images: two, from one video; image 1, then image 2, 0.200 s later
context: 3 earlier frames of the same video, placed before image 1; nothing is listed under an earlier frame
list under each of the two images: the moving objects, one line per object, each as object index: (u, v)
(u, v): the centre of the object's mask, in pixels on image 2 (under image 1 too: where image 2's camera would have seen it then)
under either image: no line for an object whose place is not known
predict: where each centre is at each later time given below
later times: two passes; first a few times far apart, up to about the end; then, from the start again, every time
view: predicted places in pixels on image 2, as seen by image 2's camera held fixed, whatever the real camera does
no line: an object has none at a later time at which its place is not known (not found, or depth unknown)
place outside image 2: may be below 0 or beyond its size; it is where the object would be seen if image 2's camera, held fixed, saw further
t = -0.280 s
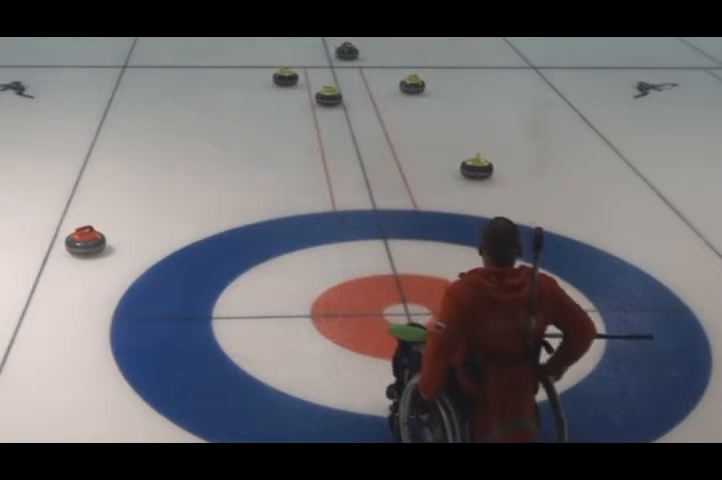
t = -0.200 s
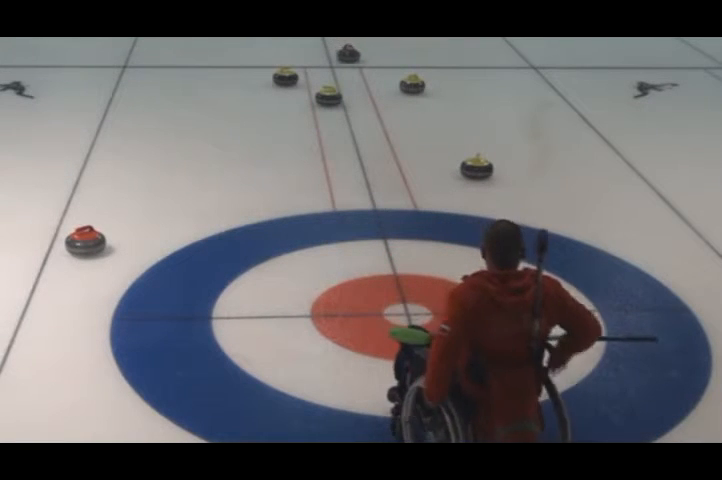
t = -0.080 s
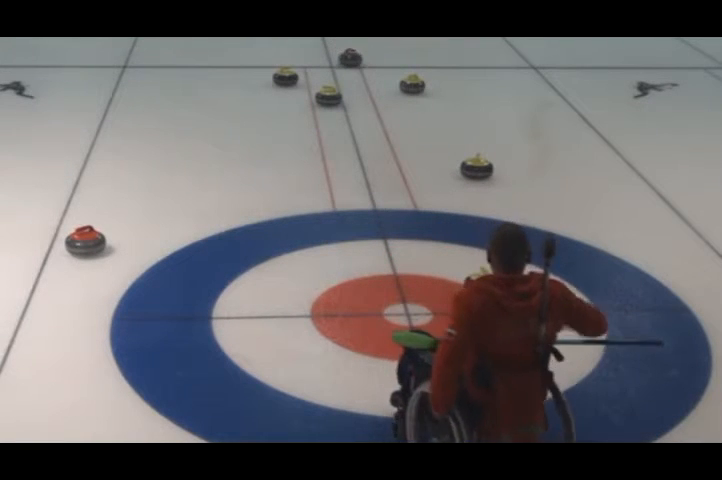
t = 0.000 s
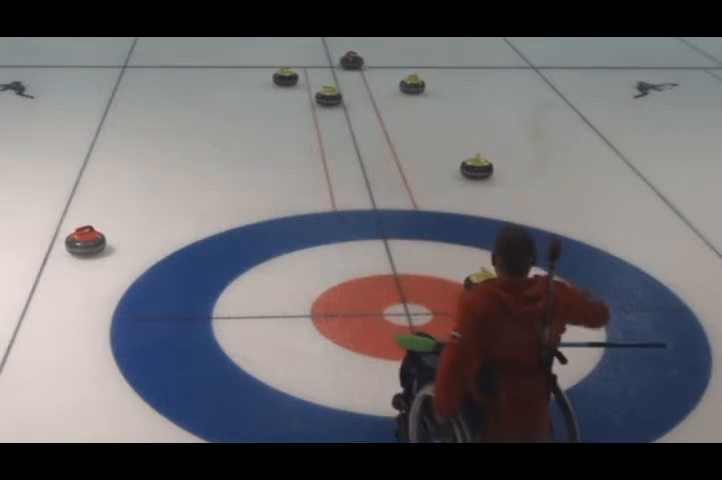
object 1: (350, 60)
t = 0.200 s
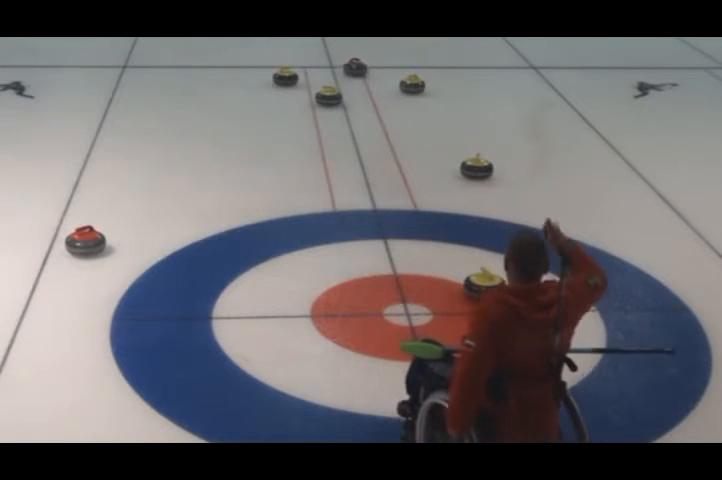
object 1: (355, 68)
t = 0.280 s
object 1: (355, 70)
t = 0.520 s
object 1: (360, 80)
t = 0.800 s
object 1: (366, 90)
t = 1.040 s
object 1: (371, 100)
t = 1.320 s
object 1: (377, 112)
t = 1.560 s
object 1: (382, 123)
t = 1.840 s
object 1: (389, 137)
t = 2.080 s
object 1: (396, 149)
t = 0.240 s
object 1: (355, 69)
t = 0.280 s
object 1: (355, 70)
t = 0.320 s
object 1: (356, 72)
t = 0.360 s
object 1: (357, 73)
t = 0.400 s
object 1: (358, 75)
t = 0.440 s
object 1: (358, 76)
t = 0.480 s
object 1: (359, 78)
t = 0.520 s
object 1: (360, 80)
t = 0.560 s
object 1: (361, 81)
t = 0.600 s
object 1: (362, 83)
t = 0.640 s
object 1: (362, 84)
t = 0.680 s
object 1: (364, 86)
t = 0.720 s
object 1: (364, 87)
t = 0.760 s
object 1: (365, 89)
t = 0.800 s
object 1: (366, 90)
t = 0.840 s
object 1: (367, 92)
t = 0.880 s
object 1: (367, 94)
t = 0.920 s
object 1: (368, 95)
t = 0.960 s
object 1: (369, 97)
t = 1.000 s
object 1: (370, 98)
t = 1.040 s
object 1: (371, 100)
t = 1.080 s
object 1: (371, 101)
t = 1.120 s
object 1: (372, 103)
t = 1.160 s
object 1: (373, 105)
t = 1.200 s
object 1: (374, 107)
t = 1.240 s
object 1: (375, 108)
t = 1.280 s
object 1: (376, 110)
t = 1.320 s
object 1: (377, 112)
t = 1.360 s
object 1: (378, 114)
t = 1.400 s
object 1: (378, 115)
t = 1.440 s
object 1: (379, 117)
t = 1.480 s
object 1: (380, 119)
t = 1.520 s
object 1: (381, 121)
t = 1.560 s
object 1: (382, 123)
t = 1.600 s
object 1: (383, 125)
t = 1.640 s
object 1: (384, 127)
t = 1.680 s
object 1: (385, 129)
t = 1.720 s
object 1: (386, 130)
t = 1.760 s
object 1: (387, 133)
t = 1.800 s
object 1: (388, 134)
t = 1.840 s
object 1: (389, 137)
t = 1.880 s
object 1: (390, 139)
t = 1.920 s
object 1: (392, 141)
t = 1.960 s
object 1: (393, 143)
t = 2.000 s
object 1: (394, 145)
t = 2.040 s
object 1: (394, 147)
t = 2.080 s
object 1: (396, 149)
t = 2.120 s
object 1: (397, 152)
